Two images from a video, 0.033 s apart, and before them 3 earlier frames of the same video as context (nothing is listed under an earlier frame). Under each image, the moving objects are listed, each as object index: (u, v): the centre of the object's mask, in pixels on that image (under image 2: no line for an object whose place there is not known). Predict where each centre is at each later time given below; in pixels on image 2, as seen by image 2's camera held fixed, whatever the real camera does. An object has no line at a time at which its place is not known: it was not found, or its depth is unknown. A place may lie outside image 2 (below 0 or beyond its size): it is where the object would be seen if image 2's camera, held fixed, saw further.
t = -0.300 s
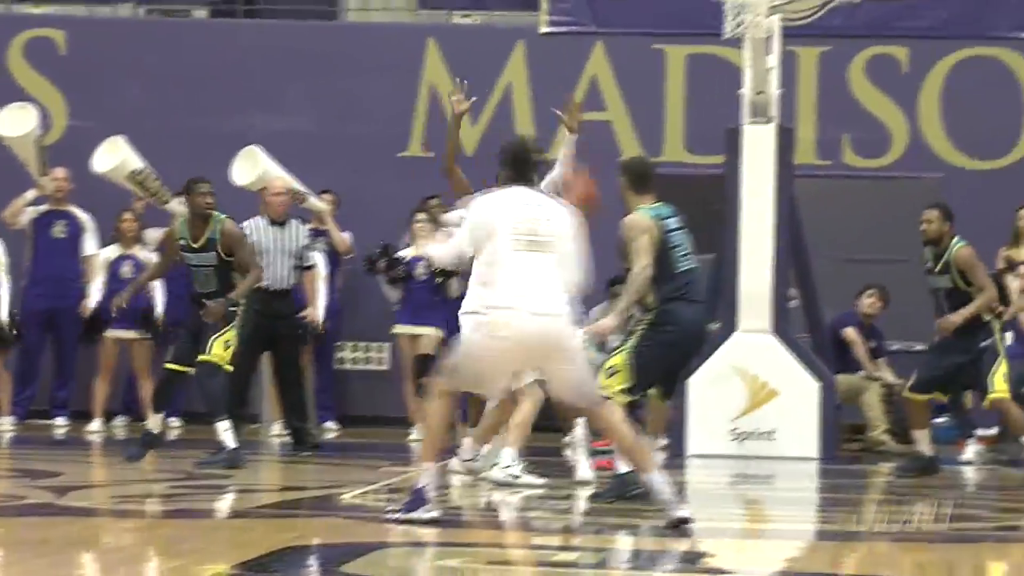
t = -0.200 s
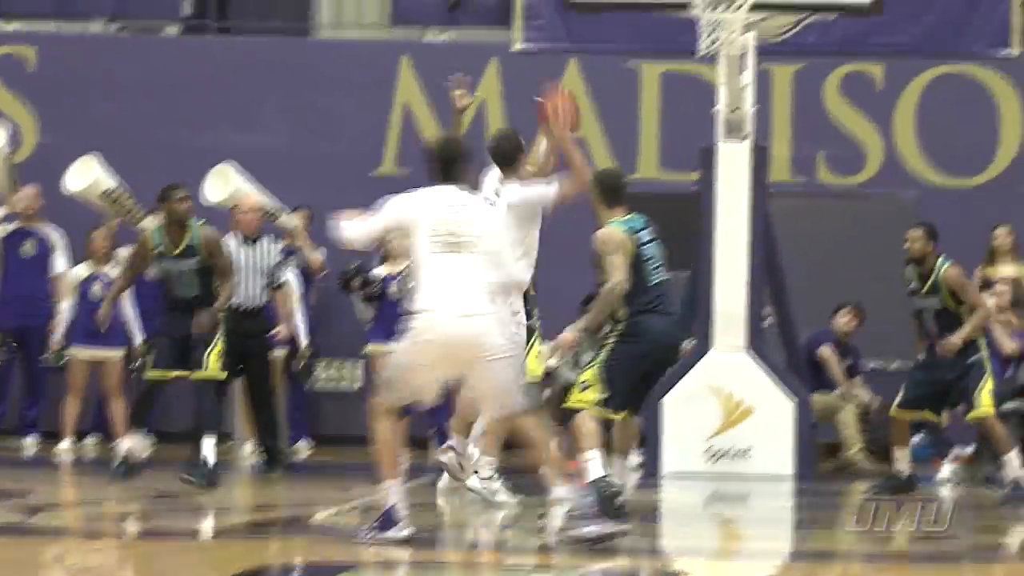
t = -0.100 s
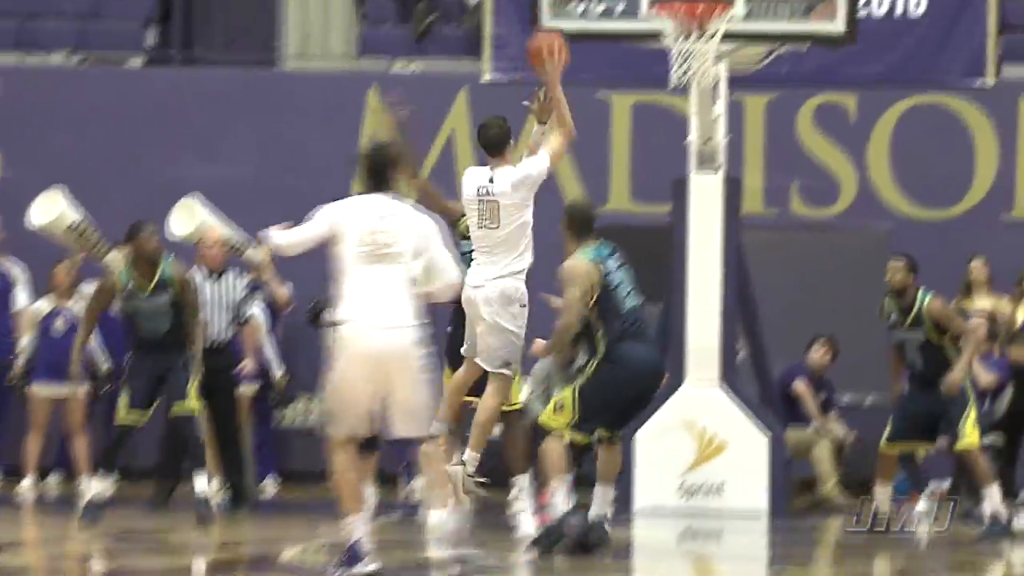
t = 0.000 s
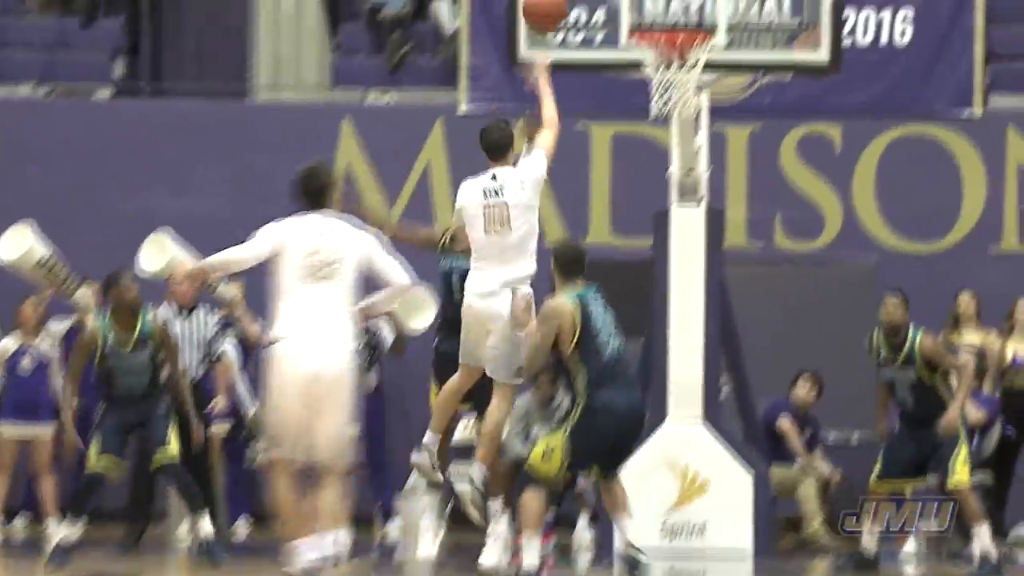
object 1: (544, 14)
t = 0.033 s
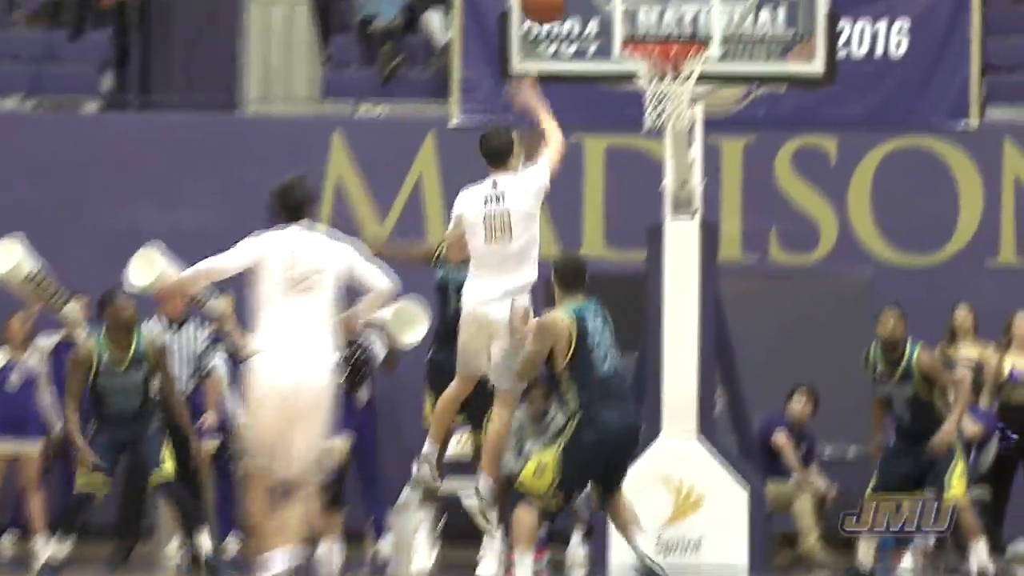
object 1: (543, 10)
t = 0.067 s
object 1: (549, -4)
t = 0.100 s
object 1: (555, -17)
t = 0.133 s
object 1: (560, -28)
